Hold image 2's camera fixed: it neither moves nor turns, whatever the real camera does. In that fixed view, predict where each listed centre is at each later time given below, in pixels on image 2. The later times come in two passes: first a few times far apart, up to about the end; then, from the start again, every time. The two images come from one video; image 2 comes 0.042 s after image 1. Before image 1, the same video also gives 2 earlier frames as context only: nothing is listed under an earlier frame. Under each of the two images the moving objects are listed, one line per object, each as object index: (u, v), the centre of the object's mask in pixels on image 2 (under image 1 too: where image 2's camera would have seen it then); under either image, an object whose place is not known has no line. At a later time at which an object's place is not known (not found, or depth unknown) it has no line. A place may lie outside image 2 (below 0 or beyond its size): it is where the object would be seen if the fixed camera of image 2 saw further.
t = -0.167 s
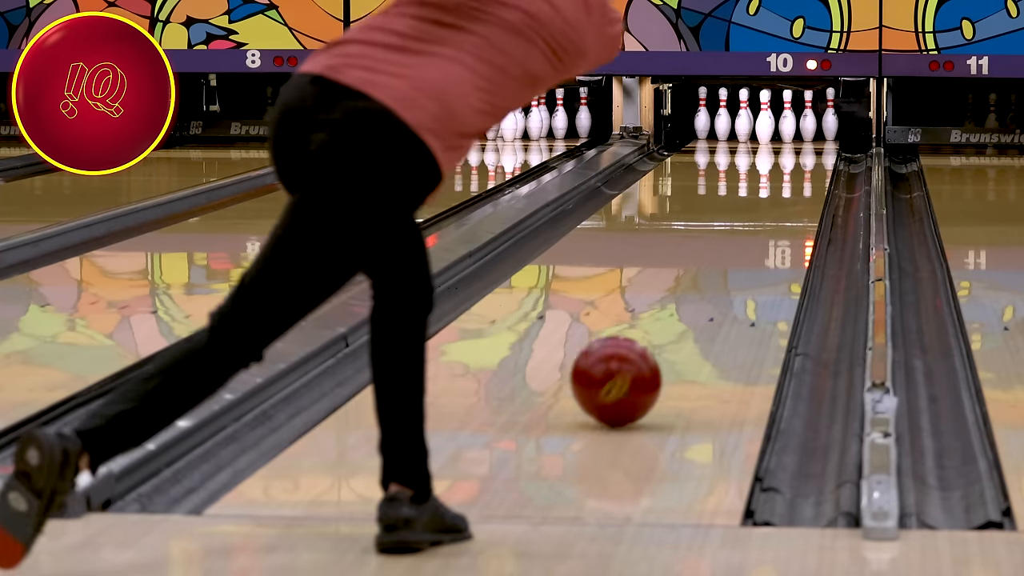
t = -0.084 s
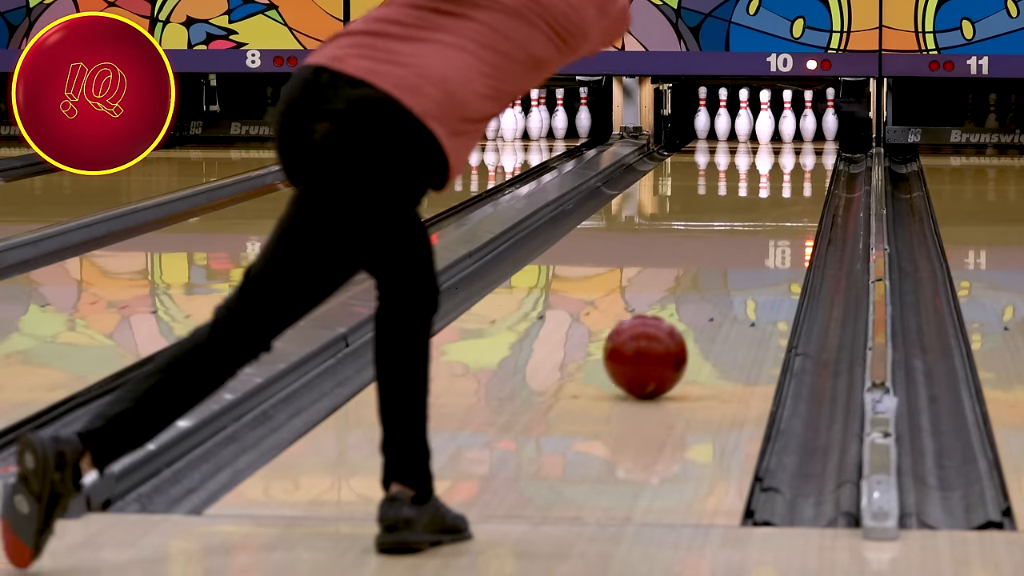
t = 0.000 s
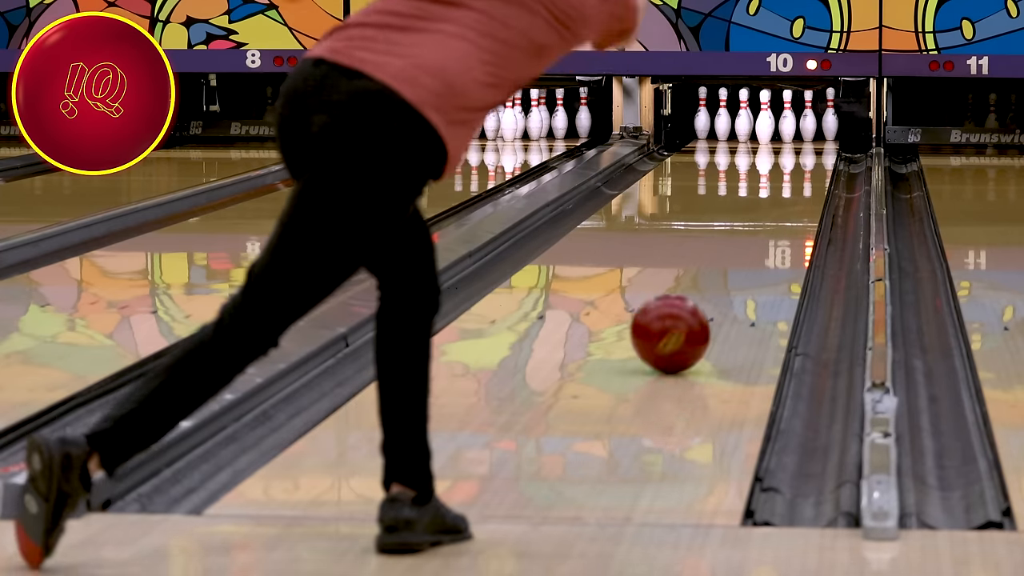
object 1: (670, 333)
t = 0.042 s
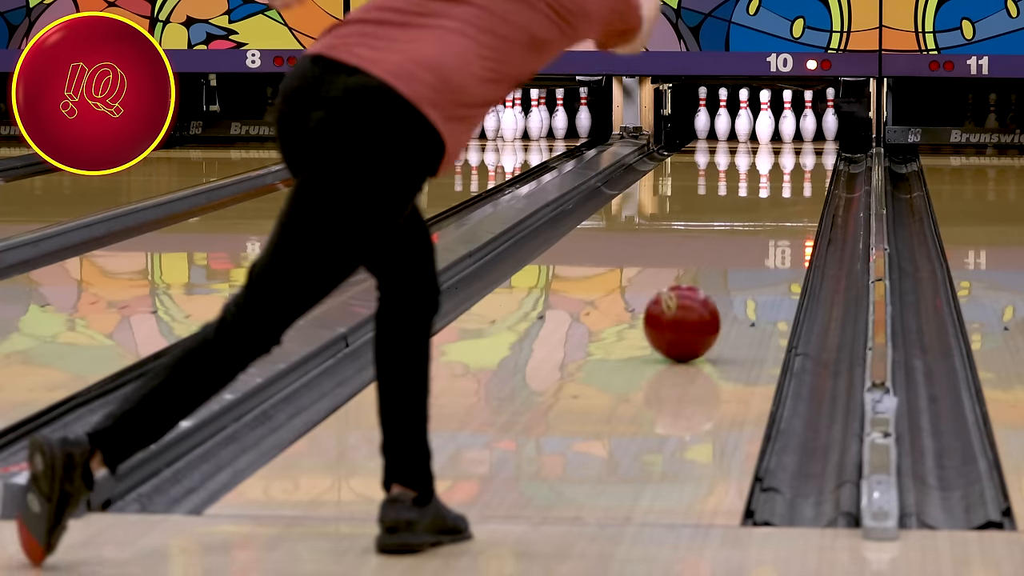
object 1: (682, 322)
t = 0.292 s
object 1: (736, 272)
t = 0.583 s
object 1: (779, 231)
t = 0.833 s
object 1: (801, 204)
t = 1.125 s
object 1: (815, 181)
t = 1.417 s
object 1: (818, 163)
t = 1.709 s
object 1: (810, 148)
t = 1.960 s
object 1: (797, 138)
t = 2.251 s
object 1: (782, 129)
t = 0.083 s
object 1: (692, 313)
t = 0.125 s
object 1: (702, 304)
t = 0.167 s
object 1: (711, 295)
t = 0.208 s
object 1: (720, 286)
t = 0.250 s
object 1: (728, 279)
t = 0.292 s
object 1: (736, 272)
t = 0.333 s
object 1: (743, 265)
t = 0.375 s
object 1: (750, 258)
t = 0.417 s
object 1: (757, 252)
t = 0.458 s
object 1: (763, 246)
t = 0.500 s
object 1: (768, 241)
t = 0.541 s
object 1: (774, 236)
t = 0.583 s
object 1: (779, 231)
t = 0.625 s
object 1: (783, 226)
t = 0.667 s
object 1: (787, 222)
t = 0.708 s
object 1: (791, 217)
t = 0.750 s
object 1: (795, 212)
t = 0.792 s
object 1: (798, 208)
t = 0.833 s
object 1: (801, 204)
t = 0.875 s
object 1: (804, 200)
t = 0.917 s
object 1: (806, 197)
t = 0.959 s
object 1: (809, 194)
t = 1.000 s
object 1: (811, 190)
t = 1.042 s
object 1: (813, 186)
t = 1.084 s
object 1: (814, 184)
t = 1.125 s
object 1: (815, 181)
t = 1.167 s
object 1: (816, 178)
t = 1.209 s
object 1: (817, 175)
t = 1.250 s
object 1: (818, 172)
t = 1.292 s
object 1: (818, 170)
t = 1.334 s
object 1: (818, 167)
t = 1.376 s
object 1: (818, 165)
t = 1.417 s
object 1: (818, 163)
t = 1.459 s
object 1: (817, 160)
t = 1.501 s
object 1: (816, 158)
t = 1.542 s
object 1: (815, 156)
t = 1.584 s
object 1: (814, 153)
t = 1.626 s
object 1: (813, 151)
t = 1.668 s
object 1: (812, 149)
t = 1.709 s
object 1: (810, 148)
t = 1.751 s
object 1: (808, 146)
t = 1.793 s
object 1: (806, 144)
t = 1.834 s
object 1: (804, 142)
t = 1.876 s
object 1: (802, 141)
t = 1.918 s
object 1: (800, 139)
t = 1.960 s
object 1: (797, 138)
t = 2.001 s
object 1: (795, 137)
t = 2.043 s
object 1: (792, 135)
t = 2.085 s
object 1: (789, 134)
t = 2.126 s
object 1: (786, 132)
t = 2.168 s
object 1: (783, 131)
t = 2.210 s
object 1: (780, 130)
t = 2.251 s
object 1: (782, 129)
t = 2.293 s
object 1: (783, 128)
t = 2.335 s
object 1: (784, 126)
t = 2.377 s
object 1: (787, 126)
